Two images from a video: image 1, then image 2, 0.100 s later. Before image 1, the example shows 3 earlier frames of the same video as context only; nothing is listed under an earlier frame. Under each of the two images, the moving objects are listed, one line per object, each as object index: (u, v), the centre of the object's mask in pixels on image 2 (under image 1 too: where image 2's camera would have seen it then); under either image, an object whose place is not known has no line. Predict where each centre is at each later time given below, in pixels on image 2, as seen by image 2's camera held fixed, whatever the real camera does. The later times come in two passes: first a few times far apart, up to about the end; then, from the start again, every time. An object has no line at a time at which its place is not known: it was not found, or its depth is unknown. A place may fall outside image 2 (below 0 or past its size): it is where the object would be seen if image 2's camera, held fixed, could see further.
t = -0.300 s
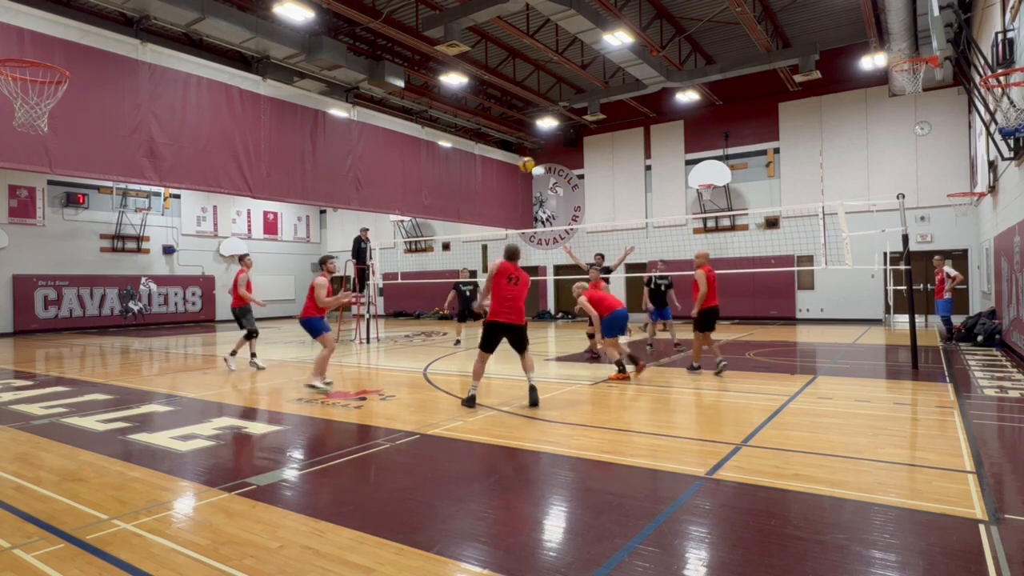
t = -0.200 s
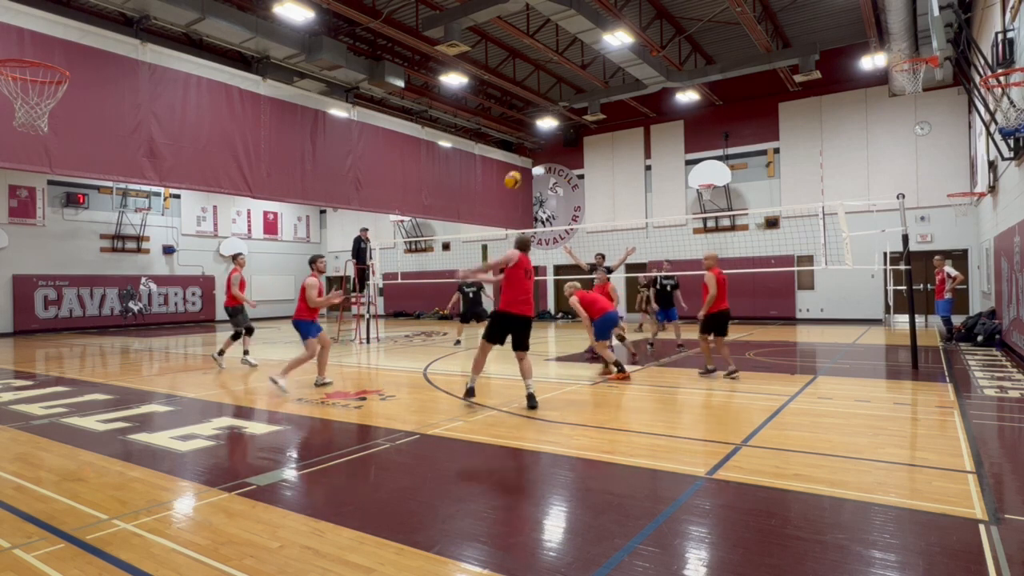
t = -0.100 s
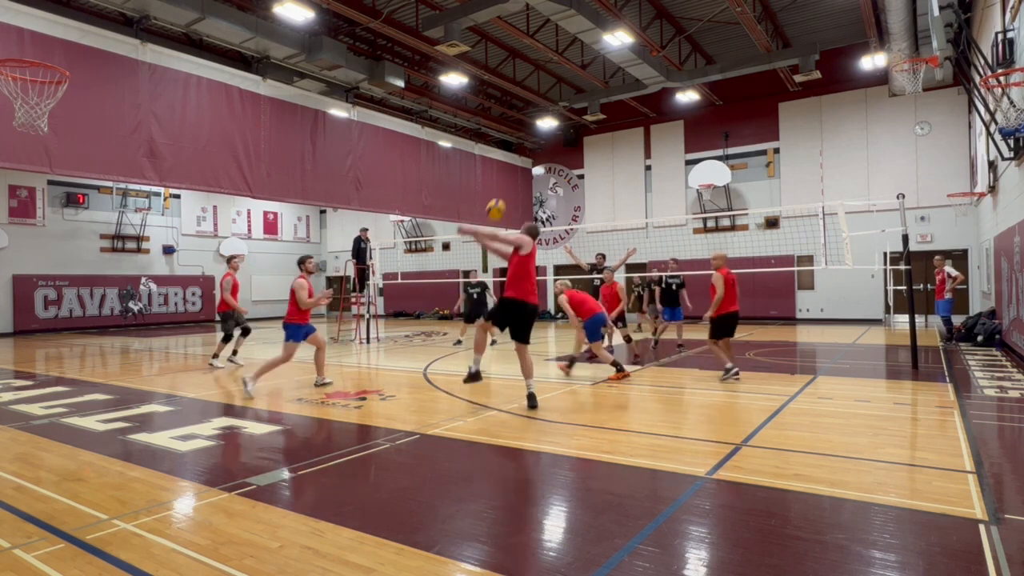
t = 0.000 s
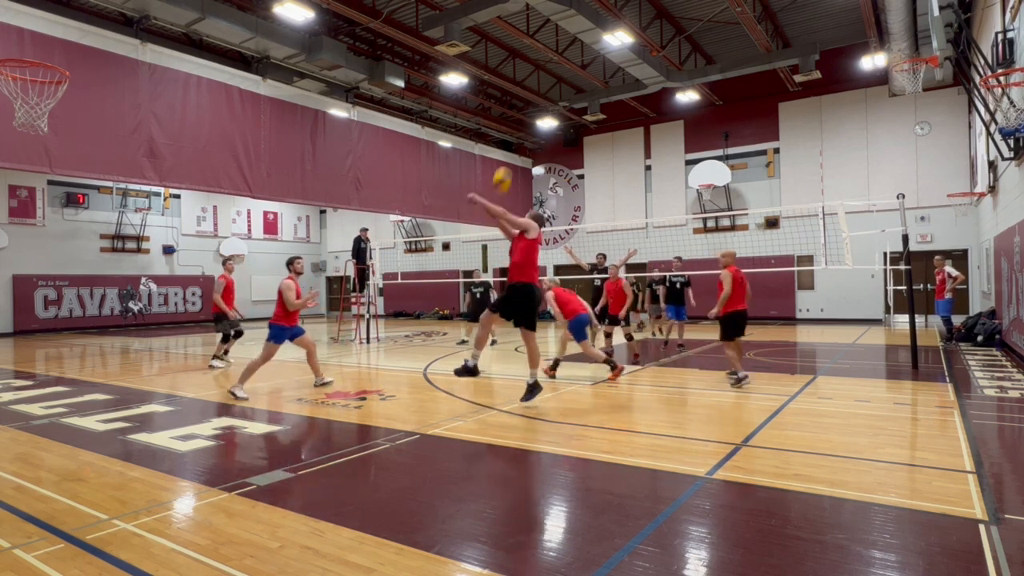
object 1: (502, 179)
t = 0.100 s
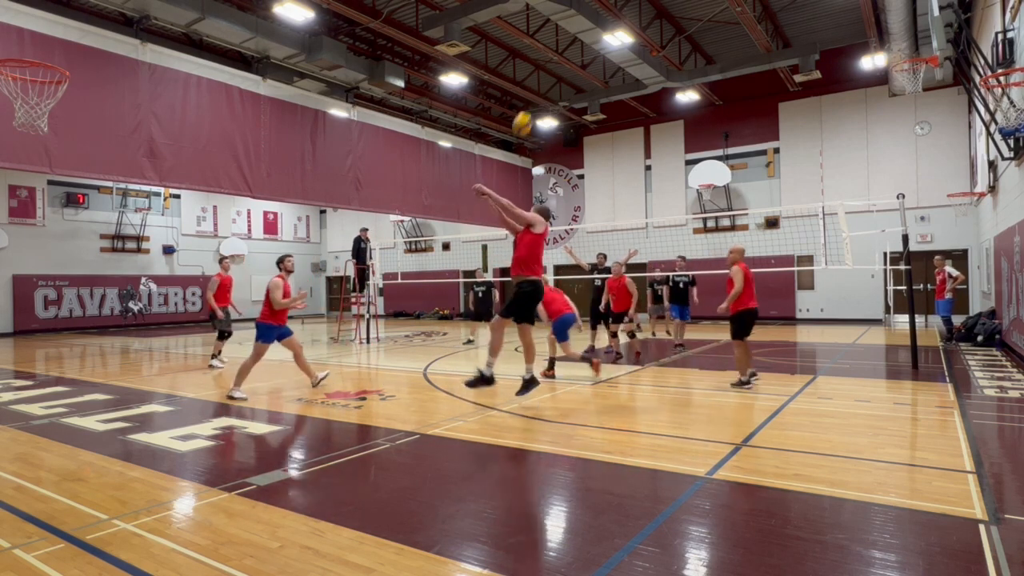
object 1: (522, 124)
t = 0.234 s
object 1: (548, 69)
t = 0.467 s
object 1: (588, 21)
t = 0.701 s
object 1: (621, 19)
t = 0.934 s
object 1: (651, 55)
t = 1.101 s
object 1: (669, 98)
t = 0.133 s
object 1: (529, 109)
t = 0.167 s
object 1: (535, 94)
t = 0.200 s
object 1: (542, 81)
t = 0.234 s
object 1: (548, 69)
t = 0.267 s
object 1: (554, 59)
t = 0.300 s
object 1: (560, 50)
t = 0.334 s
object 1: (566, 42)
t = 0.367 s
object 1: (572, 36)
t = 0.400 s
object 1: (577, 30)
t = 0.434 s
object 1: (583, 24)
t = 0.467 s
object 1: (588, 21)
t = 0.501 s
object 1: (593, 18)
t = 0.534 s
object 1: (598, 16)
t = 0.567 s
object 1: (603, 16)
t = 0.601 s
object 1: (607, 15)
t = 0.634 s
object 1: (612, 16)
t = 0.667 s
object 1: (617, 17)
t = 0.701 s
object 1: (621, 19)
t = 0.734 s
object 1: (626, 22)
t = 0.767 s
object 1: (631, 25)
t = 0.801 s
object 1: (635, 29)
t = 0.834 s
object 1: (640, 36)
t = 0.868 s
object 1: (644, 42)
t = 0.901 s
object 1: (648, 48)
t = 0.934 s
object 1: (651, 55)
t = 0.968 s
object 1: (655, 62)
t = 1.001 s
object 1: (659, 70)
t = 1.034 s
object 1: (663, 80)
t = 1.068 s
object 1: (667, 89)
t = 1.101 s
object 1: (669, 98)
